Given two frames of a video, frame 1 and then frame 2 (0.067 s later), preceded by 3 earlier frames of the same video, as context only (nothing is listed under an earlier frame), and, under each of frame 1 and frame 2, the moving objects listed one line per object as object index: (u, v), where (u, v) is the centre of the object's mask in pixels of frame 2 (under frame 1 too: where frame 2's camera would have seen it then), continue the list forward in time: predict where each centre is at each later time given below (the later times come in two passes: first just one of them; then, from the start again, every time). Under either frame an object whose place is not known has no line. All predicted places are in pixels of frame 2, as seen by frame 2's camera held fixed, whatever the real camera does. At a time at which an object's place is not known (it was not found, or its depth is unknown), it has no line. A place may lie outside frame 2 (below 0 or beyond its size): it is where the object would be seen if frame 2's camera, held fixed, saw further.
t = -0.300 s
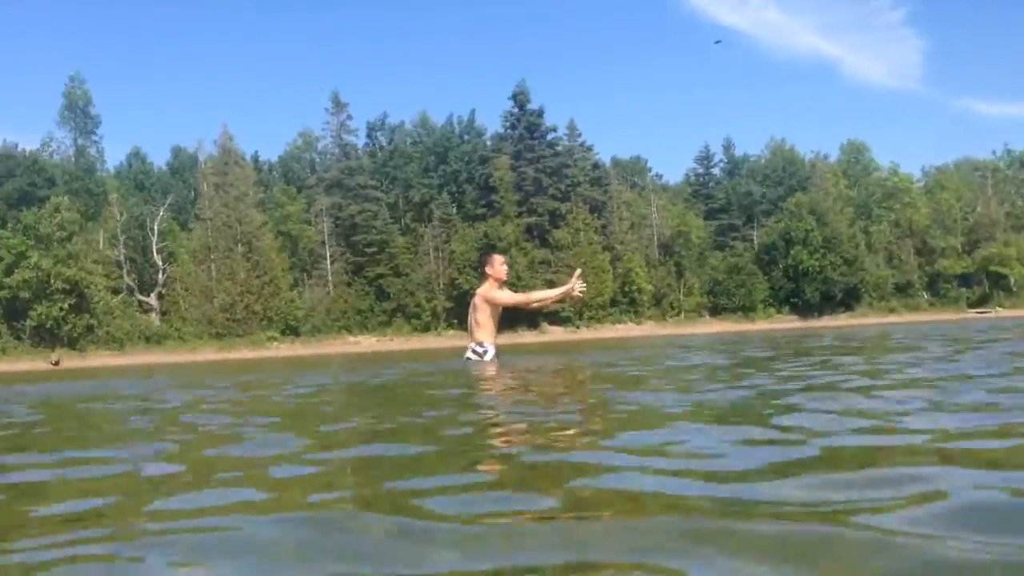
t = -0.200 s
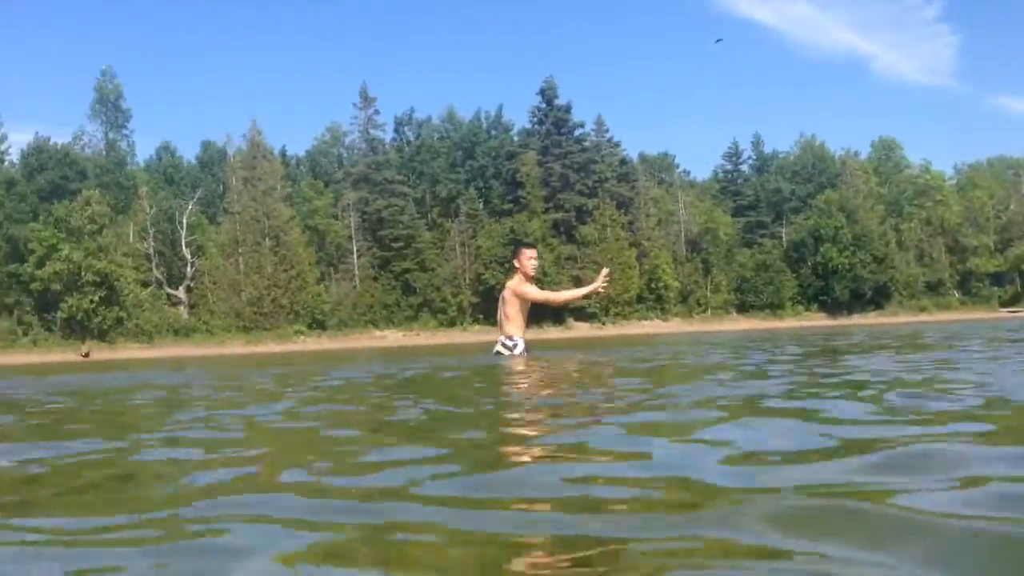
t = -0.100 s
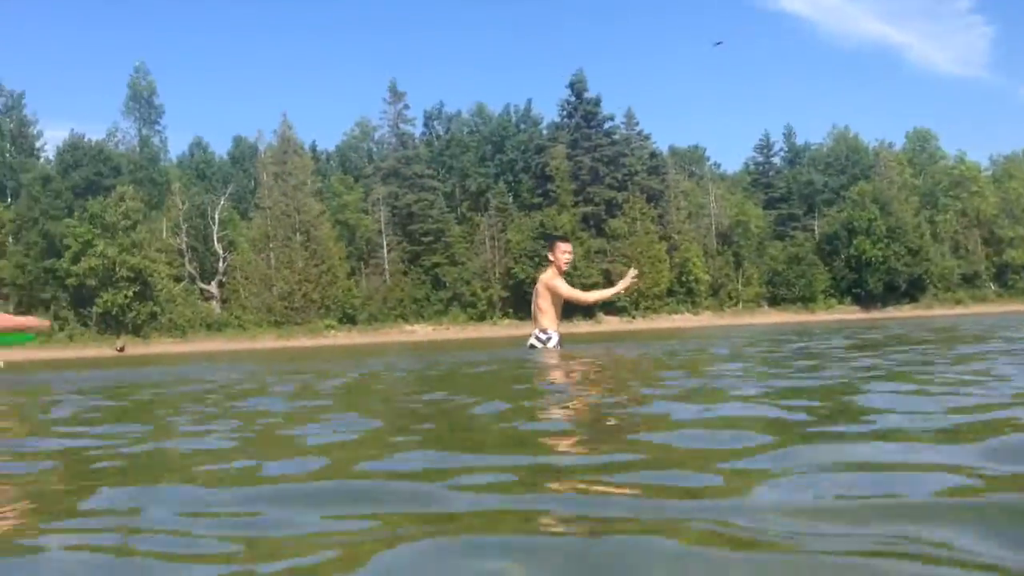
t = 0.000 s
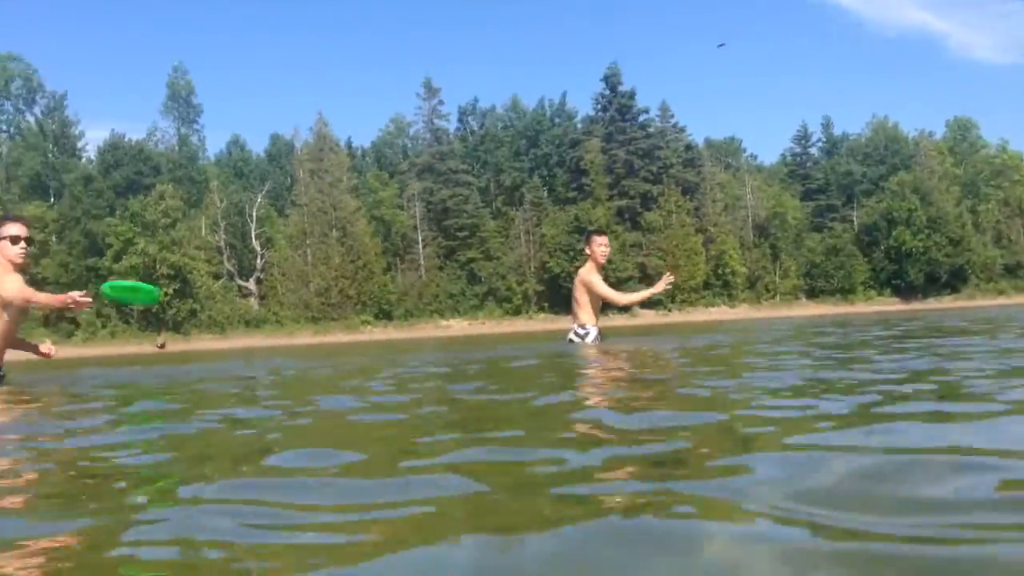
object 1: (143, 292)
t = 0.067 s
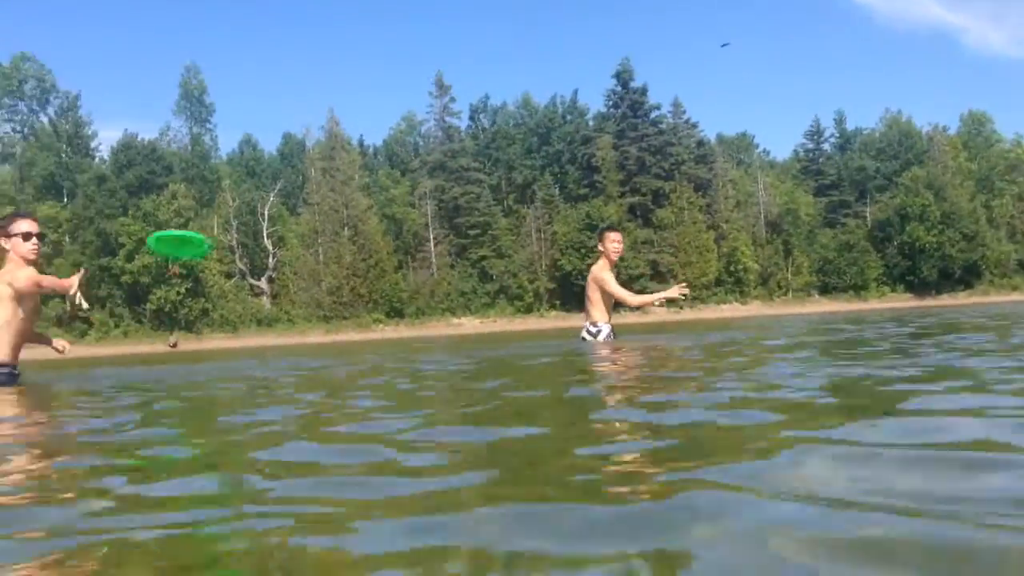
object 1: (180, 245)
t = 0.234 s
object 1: (312, 100)
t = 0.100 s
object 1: (200, 221)
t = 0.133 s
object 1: (221, 192)
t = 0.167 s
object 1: (248, 164)
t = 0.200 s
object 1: (278, 134)
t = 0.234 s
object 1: (312, 100)
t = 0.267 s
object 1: (349, 63)
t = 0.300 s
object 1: (390, 25)
